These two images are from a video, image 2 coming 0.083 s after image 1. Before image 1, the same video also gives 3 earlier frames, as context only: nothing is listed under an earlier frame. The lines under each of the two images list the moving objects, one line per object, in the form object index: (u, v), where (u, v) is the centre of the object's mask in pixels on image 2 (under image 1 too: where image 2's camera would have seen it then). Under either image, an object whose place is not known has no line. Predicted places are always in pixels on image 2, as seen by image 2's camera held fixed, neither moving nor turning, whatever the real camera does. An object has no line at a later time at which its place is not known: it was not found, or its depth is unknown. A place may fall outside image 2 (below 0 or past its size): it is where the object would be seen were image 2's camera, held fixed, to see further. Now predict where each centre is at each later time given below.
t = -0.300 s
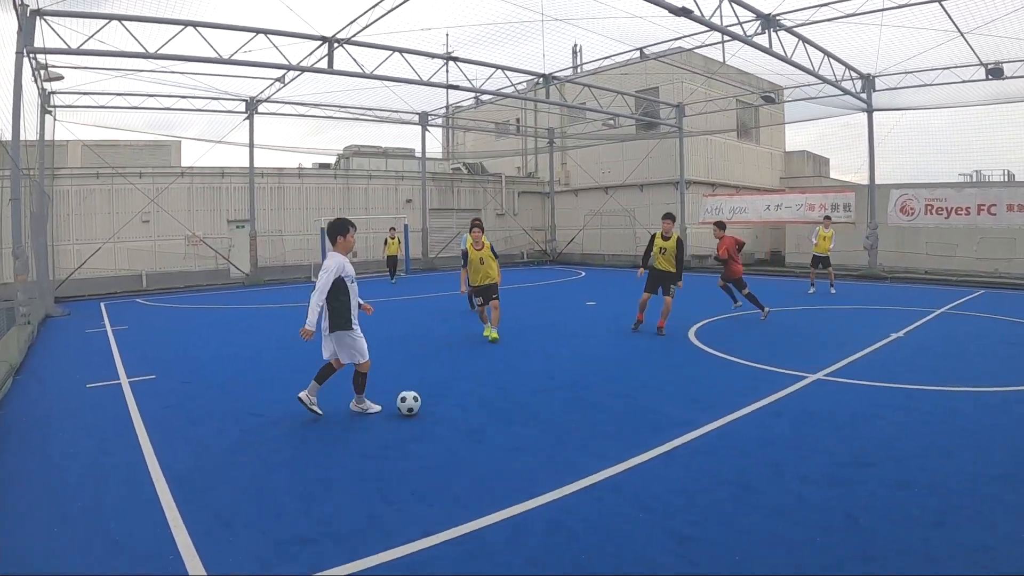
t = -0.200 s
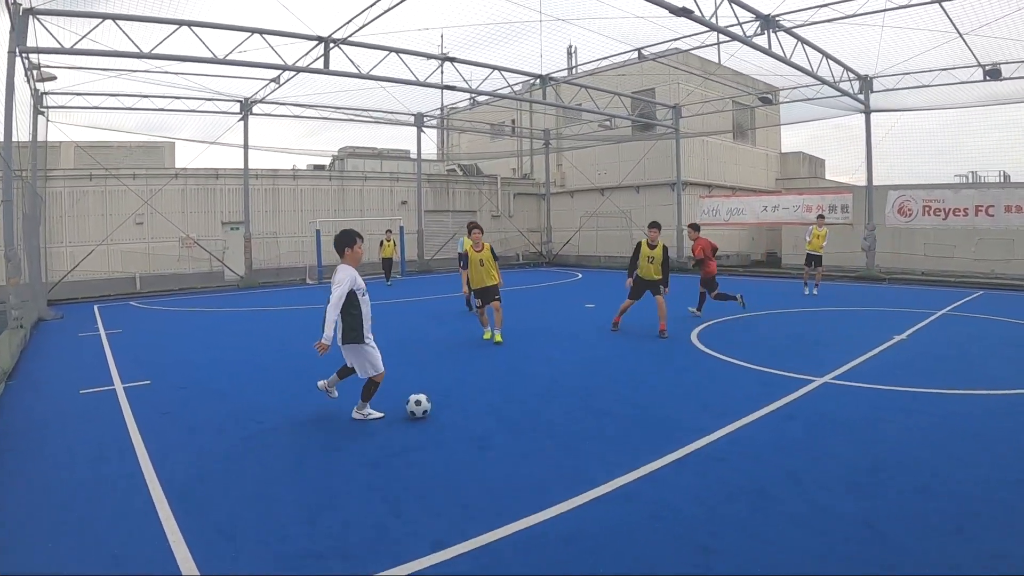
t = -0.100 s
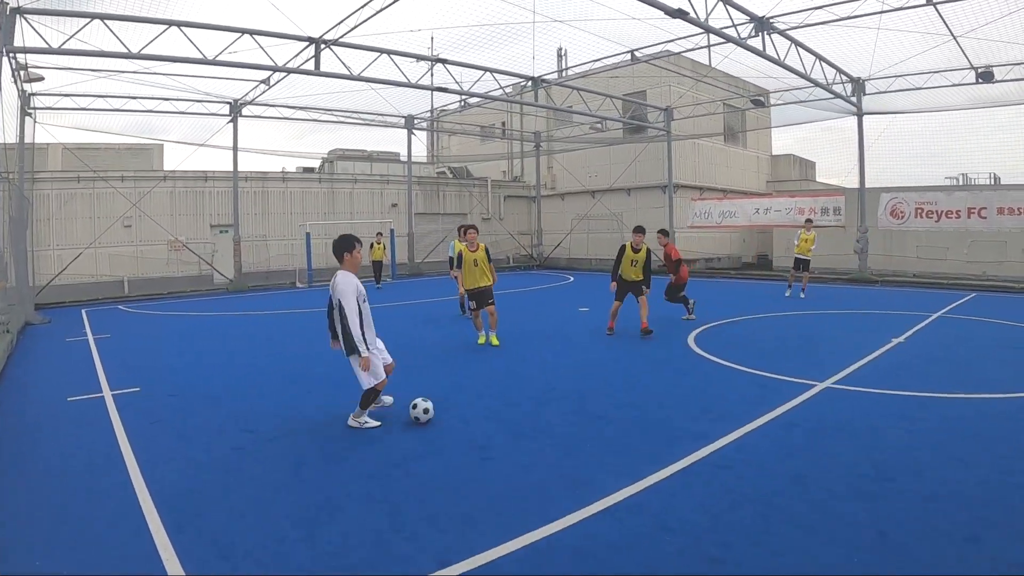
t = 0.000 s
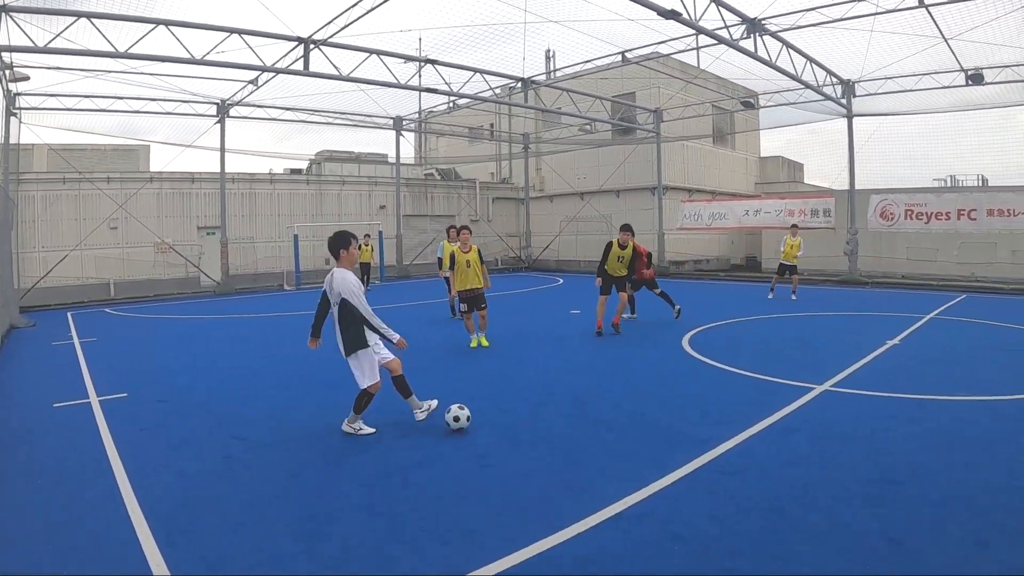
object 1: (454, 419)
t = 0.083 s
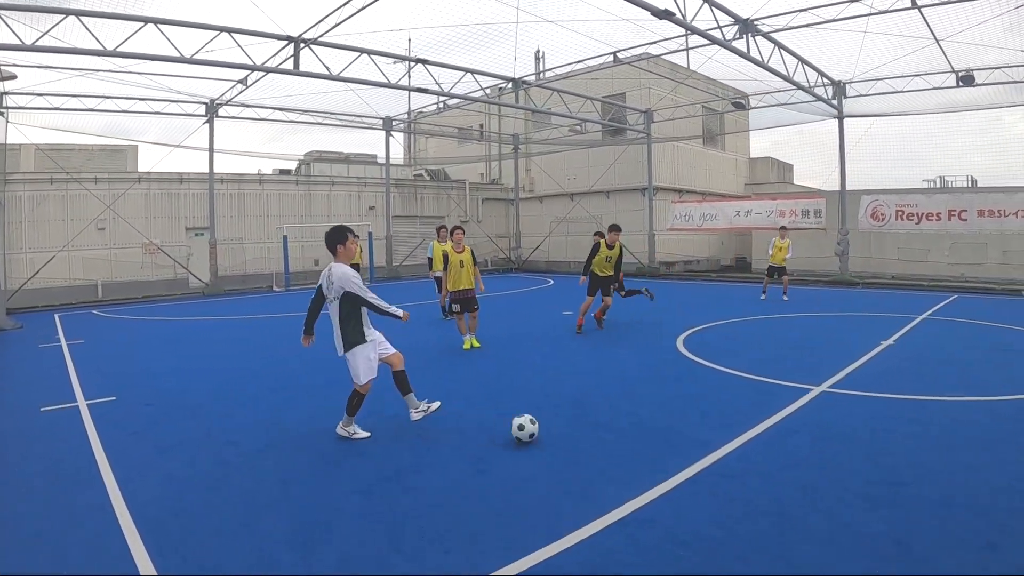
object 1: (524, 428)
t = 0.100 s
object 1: (539, 429)
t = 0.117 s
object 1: (553, 430)
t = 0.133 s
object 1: (568, 432)
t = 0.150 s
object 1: (582, 434)
